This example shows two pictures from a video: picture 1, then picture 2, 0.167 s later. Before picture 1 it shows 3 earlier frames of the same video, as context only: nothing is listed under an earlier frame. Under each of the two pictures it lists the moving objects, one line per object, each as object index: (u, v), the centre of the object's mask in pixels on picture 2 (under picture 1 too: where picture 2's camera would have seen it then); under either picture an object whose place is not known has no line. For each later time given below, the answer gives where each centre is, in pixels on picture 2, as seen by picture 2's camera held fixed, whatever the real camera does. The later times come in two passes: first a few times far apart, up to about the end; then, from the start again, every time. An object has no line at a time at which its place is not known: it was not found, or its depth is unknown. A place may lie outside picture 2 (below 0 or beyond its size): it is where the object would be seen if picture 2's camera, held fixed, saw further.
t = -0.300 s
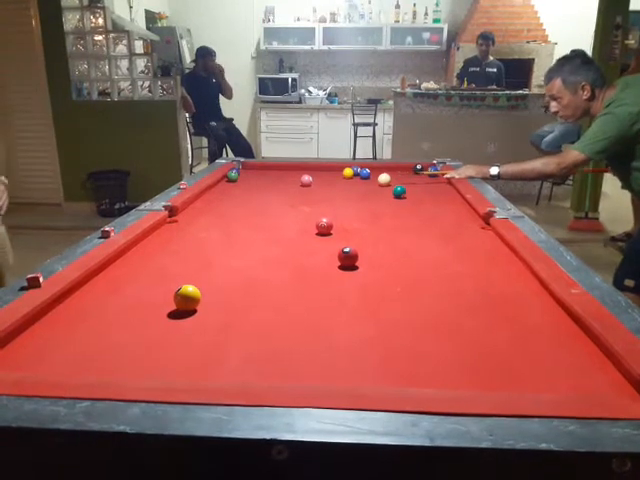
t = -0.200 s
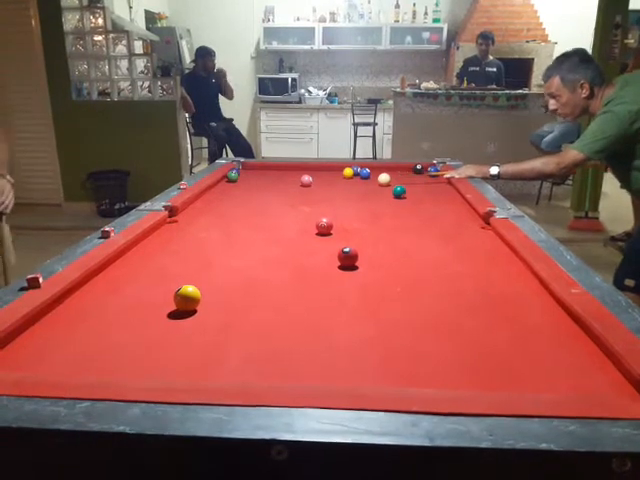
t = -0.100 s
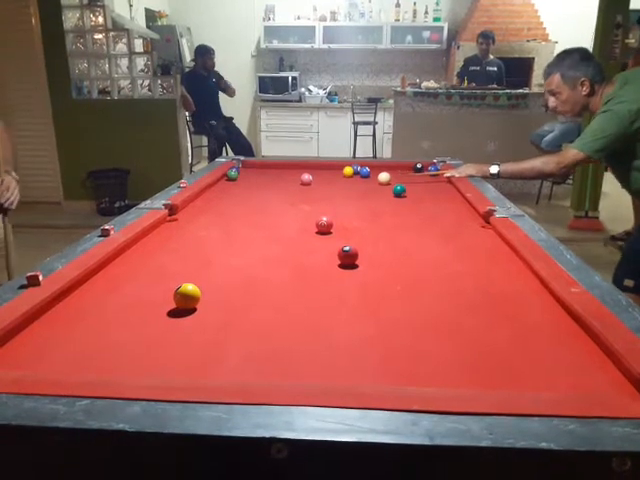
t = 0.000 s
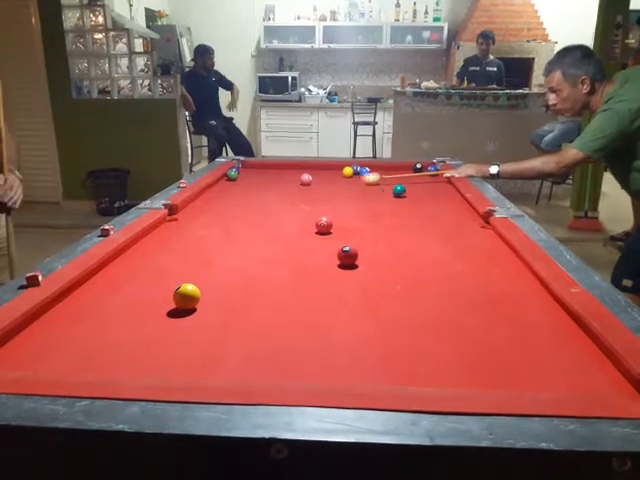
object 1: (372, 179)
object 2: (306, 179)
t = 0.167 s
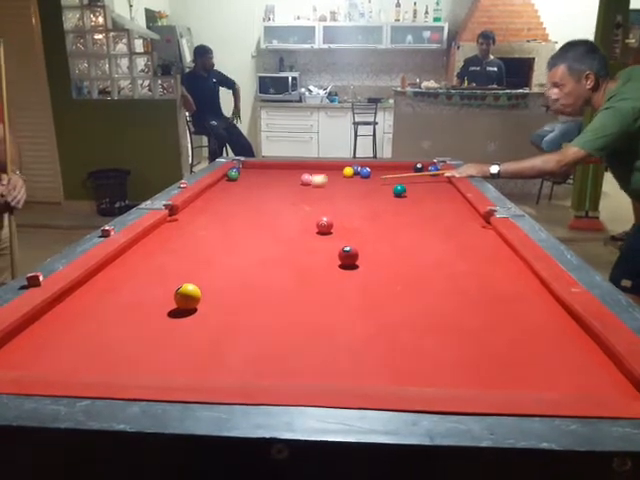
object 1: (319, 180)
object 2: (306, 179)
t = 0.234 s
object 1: (298, 182)
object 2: (305, 176)
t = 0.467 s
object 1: (228, 186)
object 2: (293, 176)
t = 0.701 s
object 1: (247, 192)
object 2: (285, 174)
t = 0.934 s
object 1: (296, 200)
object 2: (276, 172)
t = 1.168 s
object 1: (347, 208)
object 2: (268, 169)
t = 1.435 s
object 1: (412, 218)
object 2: (262, 168)
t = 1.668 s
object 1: (476, 227)
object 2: (256, 167)
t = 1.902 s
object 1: (458, 232)
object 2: (251, 166)
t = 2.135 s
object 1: (422, 237)
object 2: (247, 165)
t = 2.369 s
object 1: (387, 240)
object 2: (244, 165)
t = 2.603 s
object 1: (354, 241)
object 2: (242, 165)
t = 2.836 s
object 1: (319, 247)
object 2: (240, 164)
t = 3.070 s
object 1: (286, 251)
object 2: (240, 164)
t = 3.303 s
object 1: (254, 255)
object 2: (240, 164)
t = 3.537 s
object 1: (223, 258)
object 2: (238, 164)
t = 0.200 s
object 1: (308, 181)
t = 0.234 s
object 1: (298, 182)
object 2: (305, 176)
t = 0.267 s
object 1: (288, 182)
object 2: (302, 178)
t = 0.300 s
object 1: (278, 183)
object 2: (300, 178)
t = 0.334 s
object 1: (269, 183)
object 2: (299, 177)
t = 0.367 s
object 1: (260, 184)
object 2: (297, 177)
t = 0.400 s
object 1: (249, 184)
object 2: (296, 177)
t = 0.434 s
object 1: (239, 186)
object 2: (295, 176)
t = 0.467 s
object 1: (228, 186)
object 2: (293, 176)
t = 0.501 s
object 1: (217, 187)
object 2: (292, 175)
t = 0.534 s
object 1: (215, 187)
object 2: (290, 175)
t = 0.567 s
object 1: (222, 189)
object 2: (289, 175)
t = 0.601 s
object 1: (229, 189)
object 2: (288, 175)
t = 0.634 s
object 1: (235, 190)
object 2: (287, 174)
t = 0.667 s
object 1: (241, 191)
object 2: (286, 174)
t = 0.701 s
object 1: (247, 192)
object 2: (285, 174)
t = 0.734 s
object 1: (254, 193)
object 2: (283, 173)
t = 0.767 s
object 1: (261, 195)
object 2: (282, 173)
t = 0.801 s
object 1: (268, 195)
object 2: (280, 172)
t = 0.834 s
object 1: (275, 197)
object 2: (279, 172)
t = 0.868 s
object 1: (282, 198)
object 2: (278, 172)
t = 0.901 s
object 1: (289, 199)
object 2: (277, 172)
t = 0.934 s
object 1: (296, 200)
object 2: (276, 172)
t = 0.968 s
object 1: (303, 201)
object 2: (275, 172)
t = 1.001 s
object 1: (310, 202)
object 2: (274, 171)
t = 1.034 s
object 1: (317, 203)
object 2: (273, 170)
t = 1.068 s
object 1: (325, 204)
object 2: (272, 170)
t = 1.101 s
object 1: (332, 205)
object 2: (270, 170)
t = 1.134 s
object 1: (339, 207)
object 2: (269, 170)
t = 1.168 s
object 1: (347, 208)
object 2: (268, 169)
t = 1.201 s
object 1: (355, 209)
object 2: (267, 169)
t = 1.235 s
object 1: (362, 210)
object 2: (267, 169)
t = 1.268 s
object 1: (370, 211)
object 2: (266, 169)
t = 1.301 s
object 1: (379, 213)
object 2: (265, 169)
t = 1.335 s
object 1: (386, 213)
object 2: (264, 169)
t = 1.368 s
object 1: (395, 215)
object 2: (263, 169)
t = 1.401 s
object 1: (403, 216)
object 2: (263, 169)
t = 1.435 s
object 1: (412, 218)
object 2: (262, 168)
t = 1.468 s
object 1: (420, 219)
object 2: (261, 168)
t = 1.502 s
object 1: (429, 220)
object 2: (260, 168)
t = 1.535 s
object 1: (438, 222)
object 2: (259, 167)
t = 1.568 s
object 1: (446, 223)
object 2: (258, 167)
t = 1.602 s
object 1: (456, 224)
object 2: (257, 167)
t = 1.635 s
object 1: (465, 226)
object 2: (257, 167)
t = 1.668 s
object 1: (476, 227)
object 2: (256, 167)
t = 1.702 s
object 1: (485, 229)
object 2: (255, 167)
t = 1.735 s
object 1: (485, 230)
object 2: (255, 167)
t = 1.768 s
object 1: (478, 230)
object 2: (254, 167)
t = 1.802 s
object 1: (473, 231)
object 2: (253, 167)
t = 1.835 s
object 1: (468, 231)
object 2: (252, 166)
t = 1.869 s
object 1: (463, 232)
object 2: (252, 166)
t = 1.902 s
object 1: (458, 232)
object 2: (251, 166)
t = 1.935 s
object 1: (452, 233)
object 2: (250, 166)
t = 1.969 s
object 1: (447, 233)
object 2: (250, 166)
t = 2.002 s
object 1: (442, 234)
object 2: (249, 166)
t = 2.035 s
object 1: (437, 234)
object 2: (248, 166)
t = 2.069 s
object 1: (432, 235)
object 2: (248, 165)
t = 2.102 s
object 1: (427, 236)
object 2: (247, 165)
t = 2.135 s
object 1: (422, 237)
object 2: (247, 165)
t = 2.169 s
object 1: (417, 237)
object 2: (246, 165)
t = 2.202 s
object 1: (412, 237)
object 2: (246, 165)
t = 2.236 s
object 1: (407, 238)
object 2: (245, 165)
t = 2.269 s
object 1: (402, 238)
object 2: (245, 165)
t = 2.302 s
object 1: (397, 239)
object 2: (245, 165)
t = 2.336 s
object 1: (391, 240)
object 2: (244, 165)
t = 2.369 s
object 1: (387, 240)
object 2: (244, 165)
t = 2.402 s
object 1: (382, 241)
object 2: (244, 165)
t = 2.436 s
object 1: (377, 241)
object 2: (243, 165)
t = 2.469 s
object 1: (372, 242)
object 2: (243, 165)
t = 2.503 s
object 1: (367, 242)
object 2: (242, 165)
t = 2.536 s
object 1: (363, 242)
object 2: (242, 165)
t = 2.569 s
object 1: (359, 242)
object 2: (242, 165)
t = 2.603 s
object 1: (354, 241)
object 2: (242, 165)
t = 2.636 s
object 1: (349, 240)
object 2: (241, 164)
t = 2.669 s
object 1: (343, 241)
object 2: (241, 164)
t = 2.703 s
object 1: (337, 244)
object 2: (241, 164)
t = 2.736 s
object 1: (333, 245)
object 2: (241, 164)
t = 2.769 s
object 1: (328, 246)
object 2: (241, 164)
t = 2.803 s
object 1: (324, 246)
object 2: (241, 164)
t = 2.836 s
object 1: (319, 247)
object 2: (240, 164)
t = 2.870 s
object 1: (314, 248)
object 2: (240, 164)
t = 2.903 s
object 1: (309, 248)
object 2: (240, 164)
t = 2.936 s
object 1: (305, 249)
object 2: (241, 164)
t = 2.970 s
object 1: (300, 249)
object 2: (241, 164)
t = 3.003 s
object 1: (296, 250)
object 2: (240, 164)
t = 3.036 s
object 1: (291, 250)
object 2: (240, 164)
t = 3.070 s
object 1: (286, 251)
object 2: (240, 164)
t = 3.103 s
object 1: (282, 252)
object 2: (240, 164)
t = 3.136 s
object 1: (277, 252)
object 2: (240, 164)
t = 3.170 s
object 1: (272, 253)
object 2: (240, 164)
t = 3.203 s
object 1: (268, 253)
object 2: (240, 164)
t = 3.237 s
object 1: (263, 254)
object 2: (240, 164)
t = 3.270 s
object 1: (258, 254)
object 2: (240, 164)
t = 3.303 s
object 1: (254, 255)
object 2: (240, 164)
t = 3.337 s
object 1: (250, 255)
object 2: (240, 164)
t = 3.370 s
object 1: (245, 256)
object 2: (240, 164)
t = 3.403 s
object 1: (240, 256)
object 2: (240, 164)
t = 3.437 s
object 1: (236, 257)
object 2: (240, 164)
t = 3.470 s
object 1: (232, 258)
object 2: (240, 164)
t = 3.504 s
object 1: (227, 258)
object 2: (240, 164)
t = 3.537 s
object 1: (223, 258)
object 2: (238, 164)
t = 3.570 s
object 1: (218, 259)
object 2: (238, 165)
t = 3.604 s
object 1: (214, 259)
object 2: (238, 165)
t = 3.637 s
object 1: (210, 260)
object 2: (238, 165)
